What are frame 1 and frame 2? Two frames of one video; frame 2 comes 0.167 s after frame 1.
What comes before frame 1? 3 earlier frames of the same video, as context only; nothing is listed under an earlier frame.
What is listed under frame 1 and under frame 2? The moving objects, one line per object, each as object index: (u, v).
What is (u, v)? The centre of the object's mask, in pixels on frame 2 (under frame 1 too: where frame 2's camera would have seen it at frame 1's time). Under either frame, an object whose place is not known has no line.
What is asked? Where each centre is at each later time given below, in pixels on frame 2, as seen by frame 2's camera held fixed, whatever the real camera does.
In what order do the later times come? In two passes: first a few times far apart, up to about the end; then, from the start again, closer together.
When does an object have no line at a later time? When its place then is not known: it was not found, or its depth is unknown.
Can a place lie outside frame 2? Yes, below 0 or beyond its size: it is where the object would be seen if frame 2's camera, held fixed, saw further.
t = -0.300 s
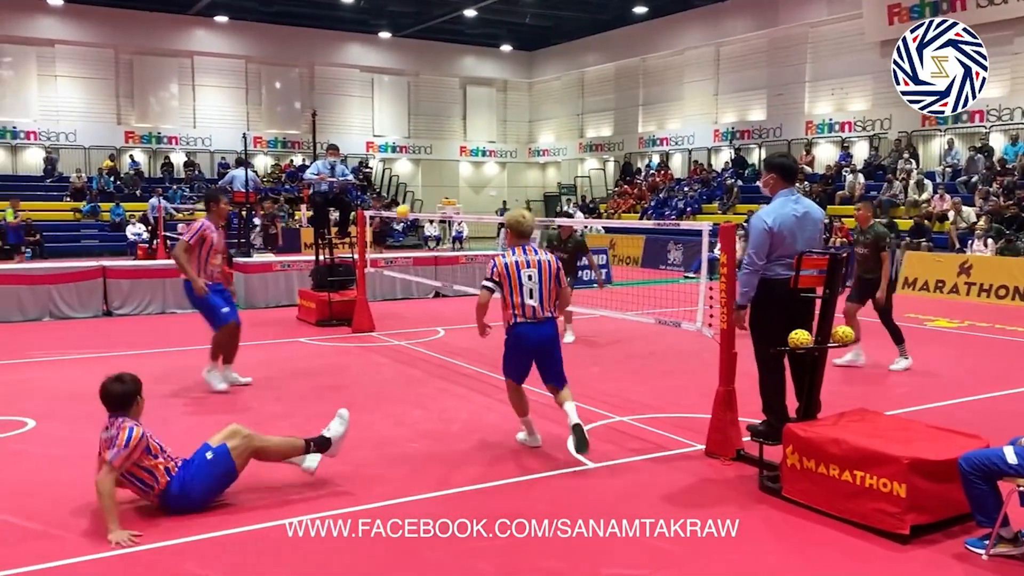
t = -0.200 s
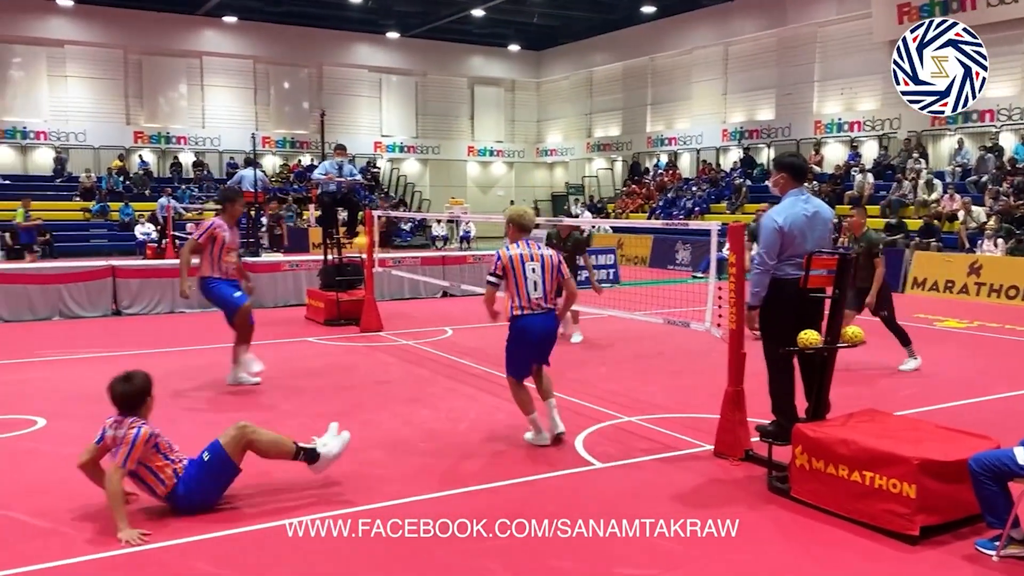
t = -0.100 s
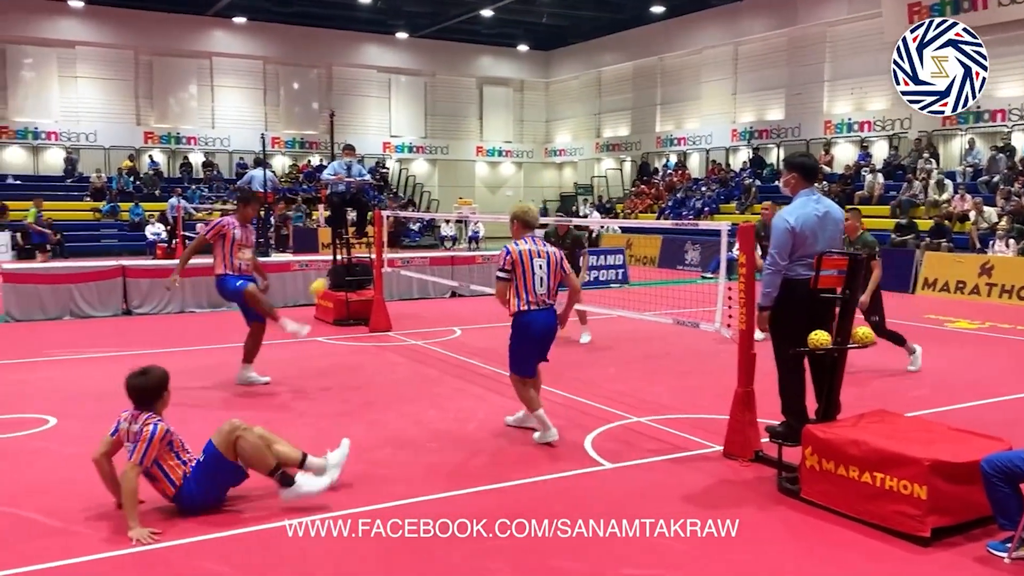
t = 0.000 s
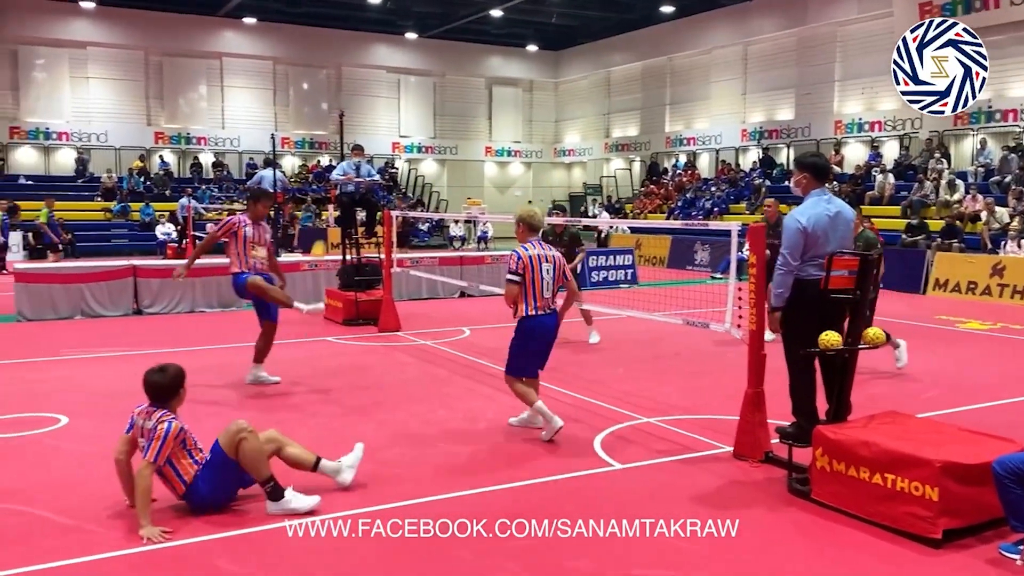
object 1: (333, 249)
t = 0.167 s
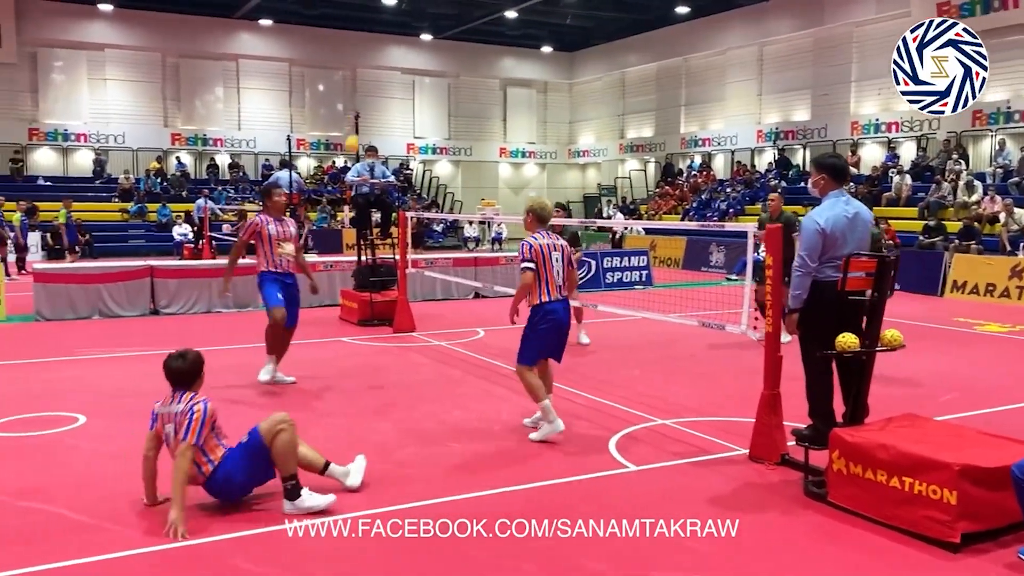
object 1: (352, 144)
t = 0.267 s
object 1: (363, 93)
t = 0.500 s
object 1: (389, 23)
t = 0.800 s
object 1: (420, 22)
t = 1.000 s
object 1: (441, 74)
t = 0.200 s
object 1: (356, 126)
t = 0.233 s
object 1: (359, 109)
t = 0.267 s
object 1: (363, 93)
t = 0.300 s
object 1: (366, 79)
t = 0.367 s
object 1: (374, 56)
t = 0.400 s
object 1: (377, 45)
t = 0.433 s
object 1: (381, 37)
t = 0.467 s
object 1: (385, 29)
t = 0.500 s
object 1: (389, 23)
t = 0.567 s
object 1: (396, 14)
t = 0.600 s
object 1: (399, 12)
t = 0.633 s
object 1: (403, 11)
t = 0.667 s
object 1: (406, 11)
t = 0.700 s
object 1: (410, 12)
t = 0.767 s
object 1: (417, 18)
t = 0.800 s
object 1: (420, 22)
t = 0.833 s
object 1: (423, 27)
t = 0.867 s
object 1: (427, 36)
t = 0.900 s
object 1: (431, 45)
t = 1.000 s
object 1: (441, 74)
